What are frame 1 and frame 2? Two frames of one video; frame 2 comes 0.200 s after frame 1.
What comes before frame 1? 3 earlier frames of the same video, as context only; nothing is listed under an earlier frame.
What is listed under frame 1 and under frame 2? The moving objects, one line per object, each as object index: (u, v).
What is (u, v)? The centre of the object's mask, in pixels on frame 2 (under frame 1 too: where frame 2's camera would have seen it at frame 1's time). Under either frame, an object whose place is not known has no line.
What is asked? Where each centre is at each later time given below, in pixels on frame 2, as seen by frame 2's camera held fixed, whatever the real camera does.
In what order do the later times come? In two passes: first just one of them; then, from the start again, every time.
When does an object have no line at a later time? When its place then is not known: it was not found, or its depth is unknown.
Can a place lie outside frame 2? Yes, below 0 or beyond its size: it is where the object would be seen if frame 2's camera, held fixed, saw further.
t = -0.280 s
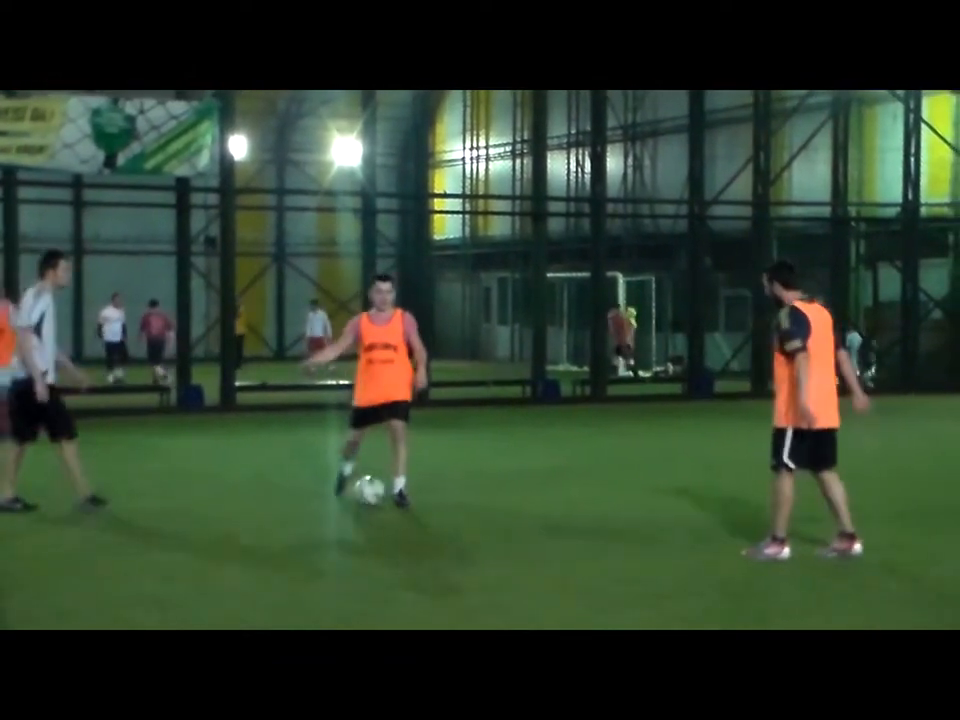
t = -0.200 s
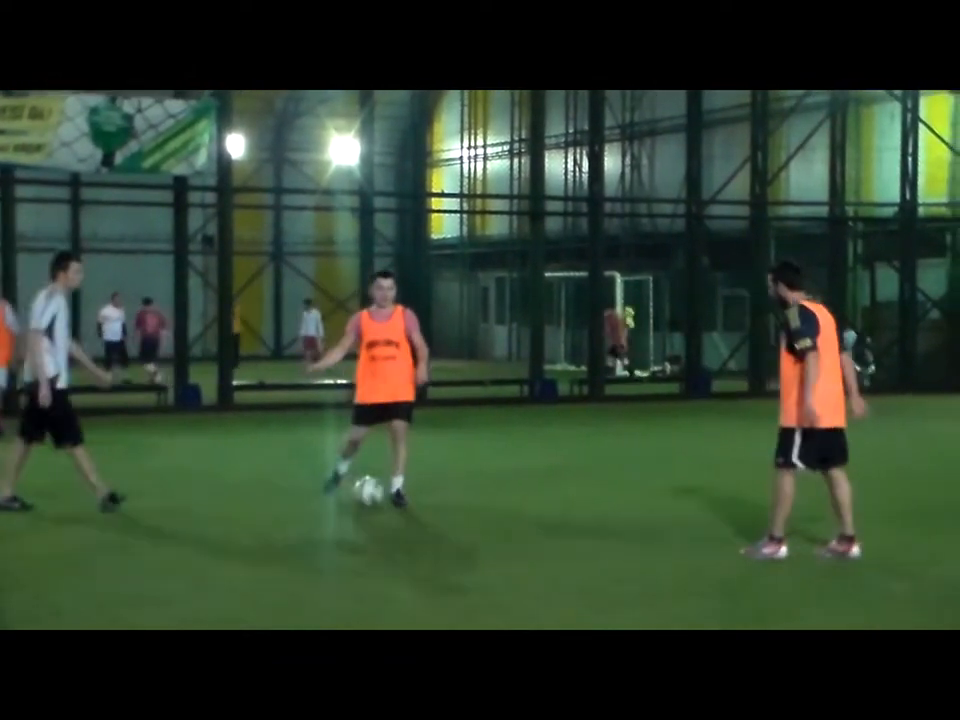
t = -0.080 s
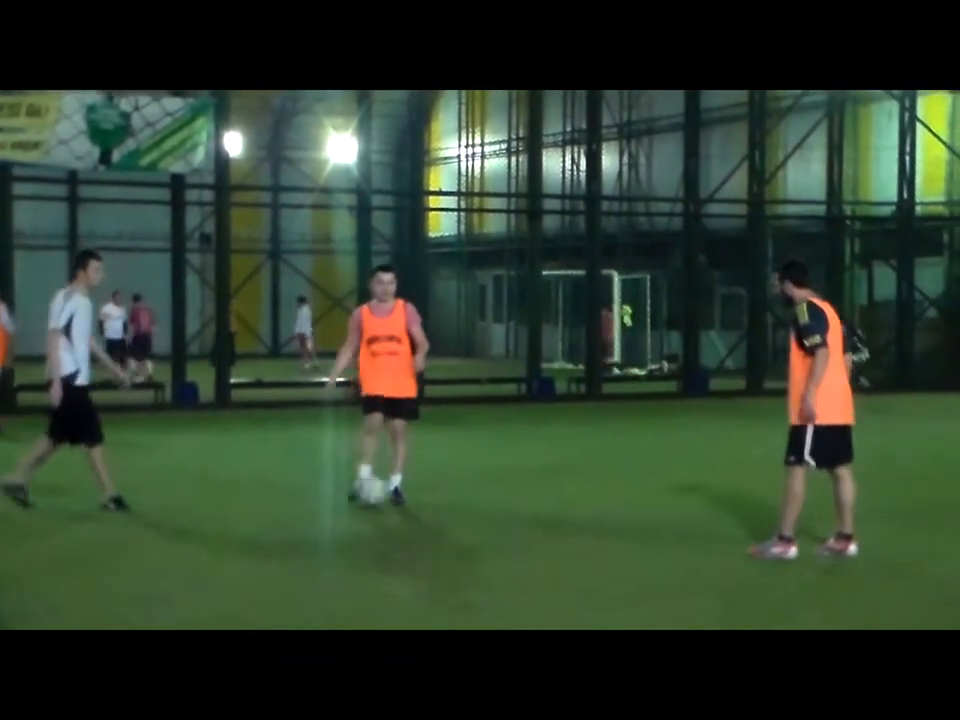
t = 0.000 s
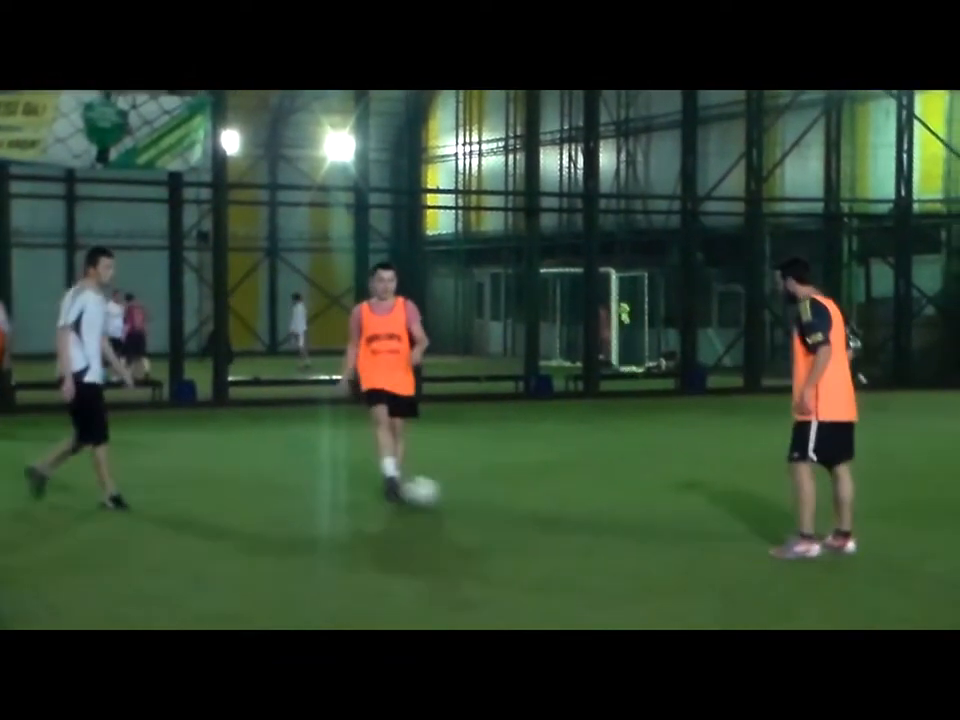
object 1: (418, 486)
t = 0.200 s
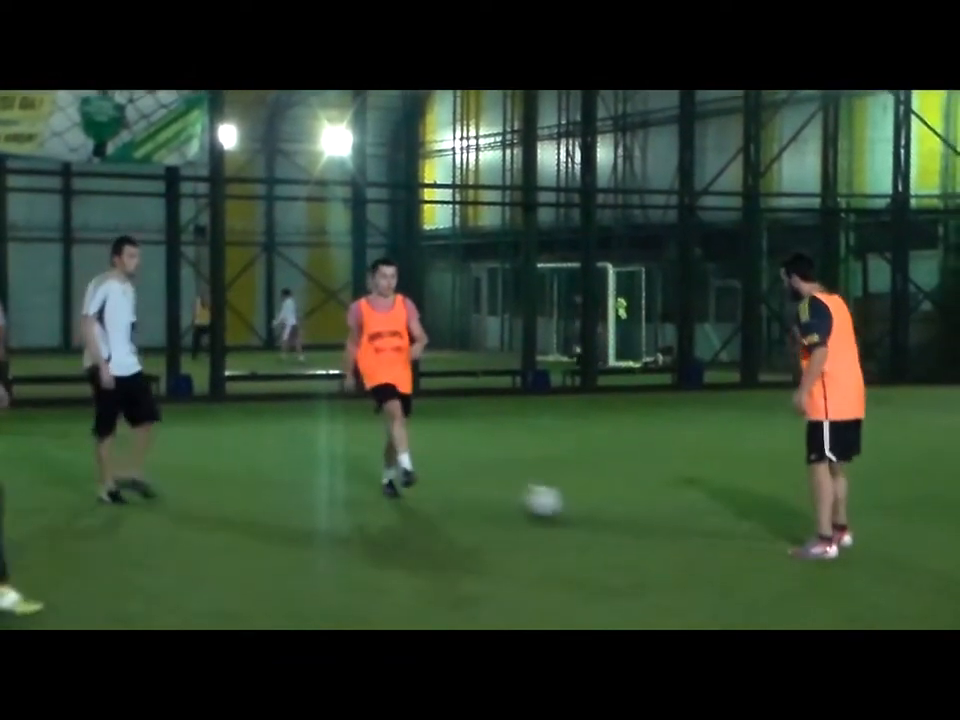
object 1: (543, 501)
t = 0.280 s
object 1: (584, 497)
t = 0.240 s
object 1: (564, 500)
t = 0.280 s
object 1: (584, 497)
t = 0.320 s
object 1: (603, 497)
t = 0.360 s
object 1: (623, 502)
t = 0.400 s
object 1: (641, 507)
